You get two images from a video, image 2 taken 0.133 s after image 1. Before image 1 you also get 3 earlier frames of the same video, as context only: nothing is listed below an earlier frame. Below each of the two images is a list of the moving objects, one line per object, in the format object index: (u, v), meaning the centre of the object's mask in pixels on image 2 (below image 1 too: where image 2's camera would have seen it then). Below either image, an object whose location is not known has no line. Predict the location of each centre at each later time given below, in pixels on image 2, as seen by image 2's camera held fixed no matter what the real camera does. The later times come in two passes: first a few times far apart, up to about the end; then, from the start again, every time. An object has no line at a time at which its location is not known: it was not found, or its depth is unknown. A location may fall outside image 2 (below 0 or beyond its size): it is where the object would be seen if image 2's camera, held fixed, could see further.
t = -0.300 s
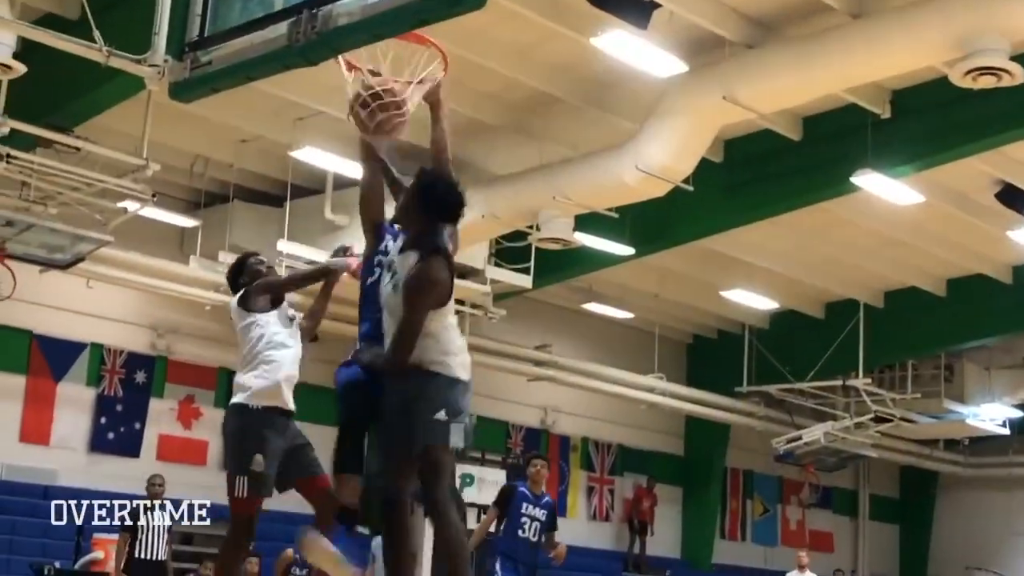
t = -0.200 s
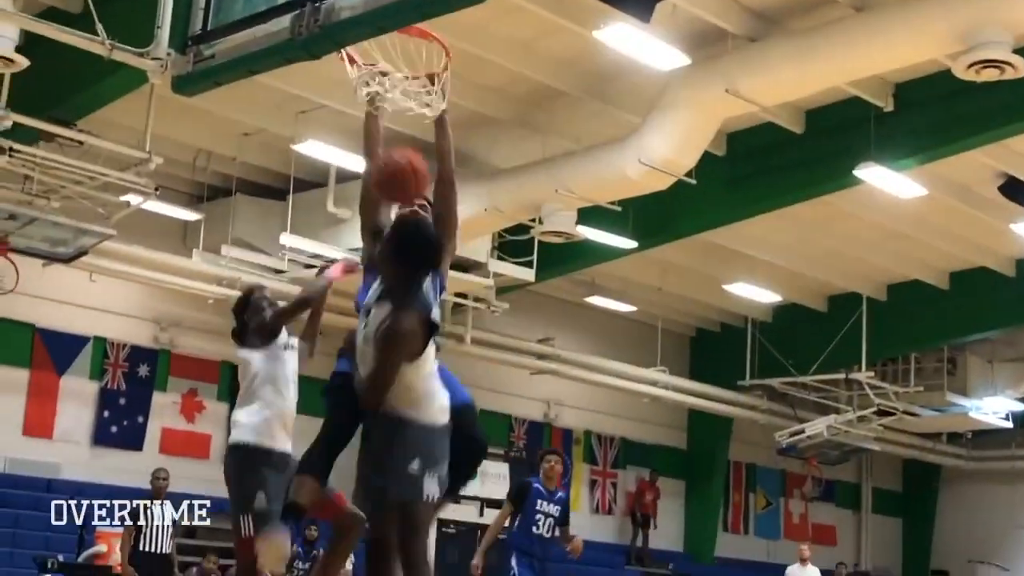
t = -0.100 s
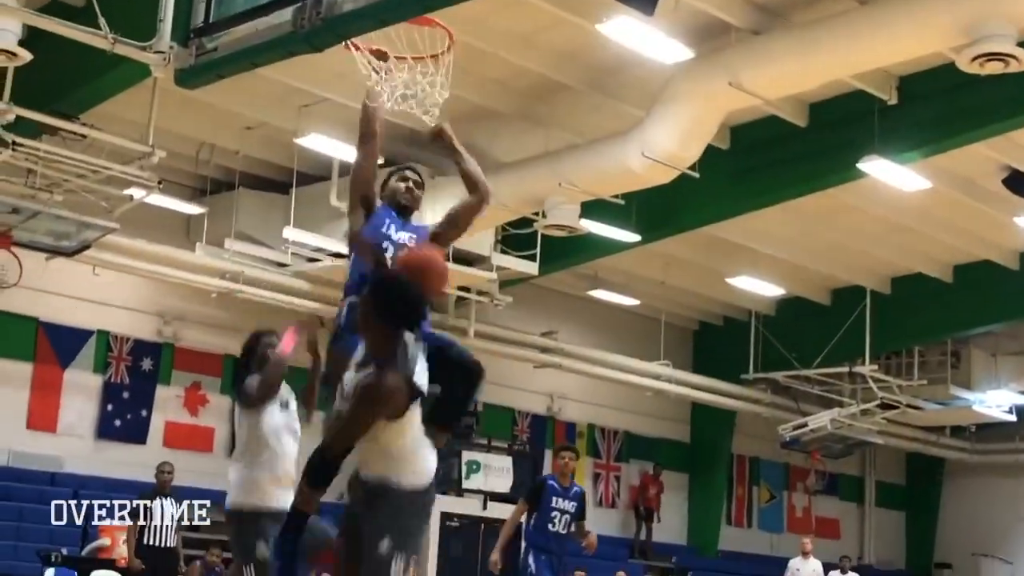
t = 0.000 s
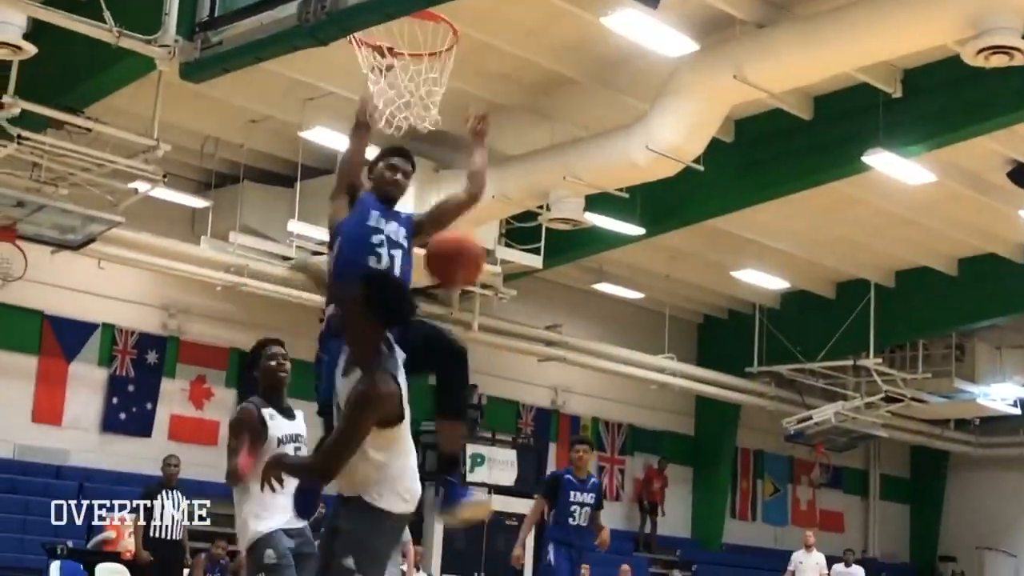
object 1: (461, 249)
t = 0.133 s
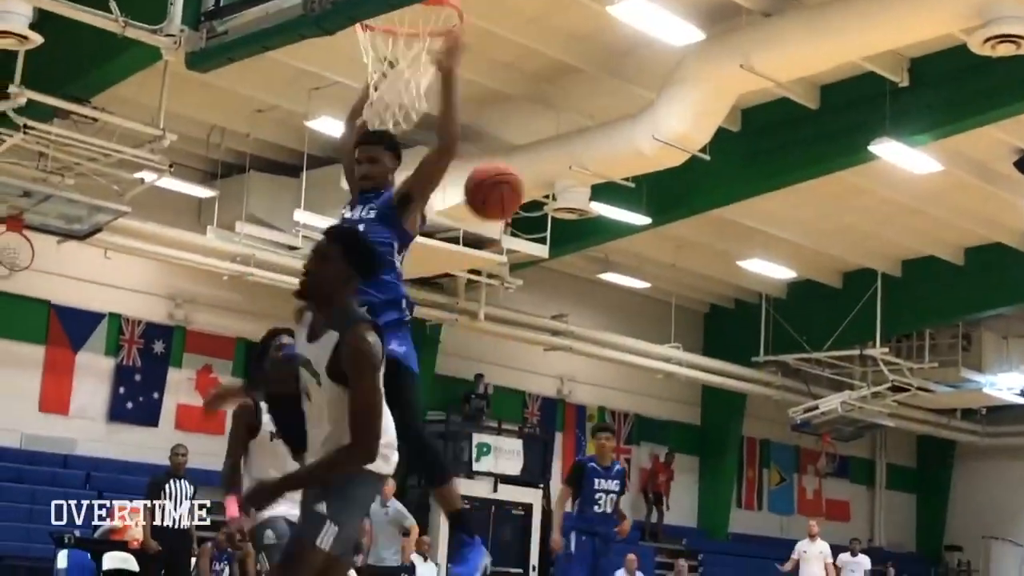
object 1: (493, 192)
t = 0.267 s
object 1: (525, 175)
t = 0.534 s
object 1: (580, 270)
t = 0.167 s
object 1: (503, 183)
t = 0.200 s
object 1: (510, 177)
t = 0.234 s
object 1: (517, 175)
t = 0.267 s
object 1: (525, 175)
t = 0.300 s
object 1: (532, 177)
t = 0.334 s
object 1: (539, 182)
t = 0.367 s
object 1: (546, 190)
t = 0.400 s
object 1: (554, 201)
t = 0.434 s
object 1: (560, 215)
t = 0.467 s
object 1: (567, 230)
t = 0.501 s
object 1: (574, 249)
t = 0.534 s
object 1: (580, 270)
